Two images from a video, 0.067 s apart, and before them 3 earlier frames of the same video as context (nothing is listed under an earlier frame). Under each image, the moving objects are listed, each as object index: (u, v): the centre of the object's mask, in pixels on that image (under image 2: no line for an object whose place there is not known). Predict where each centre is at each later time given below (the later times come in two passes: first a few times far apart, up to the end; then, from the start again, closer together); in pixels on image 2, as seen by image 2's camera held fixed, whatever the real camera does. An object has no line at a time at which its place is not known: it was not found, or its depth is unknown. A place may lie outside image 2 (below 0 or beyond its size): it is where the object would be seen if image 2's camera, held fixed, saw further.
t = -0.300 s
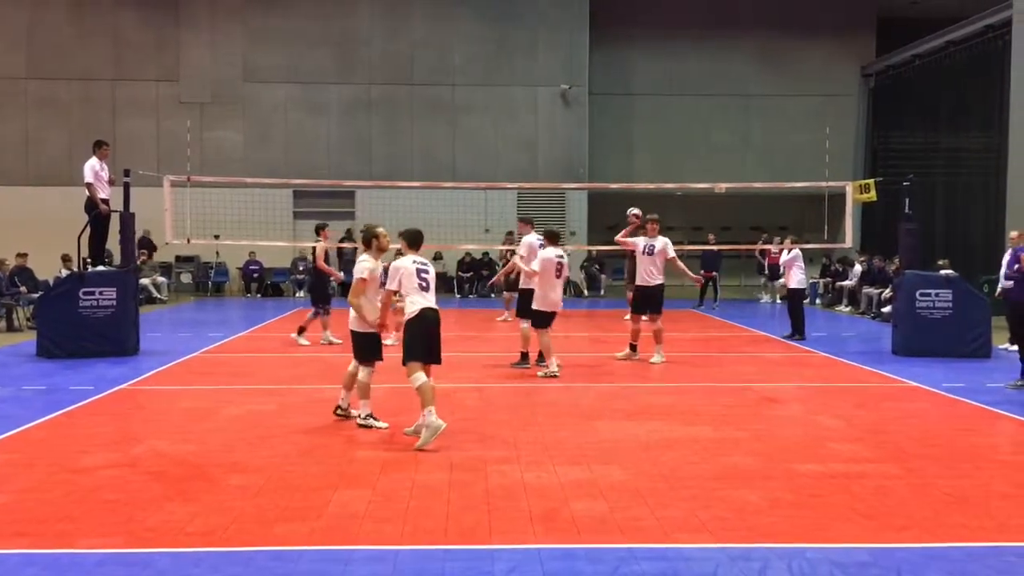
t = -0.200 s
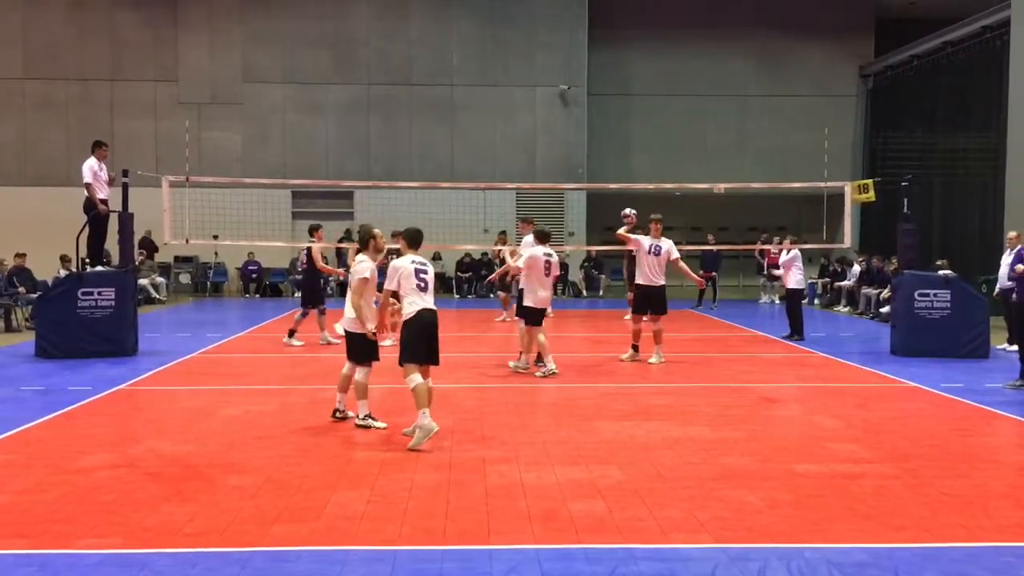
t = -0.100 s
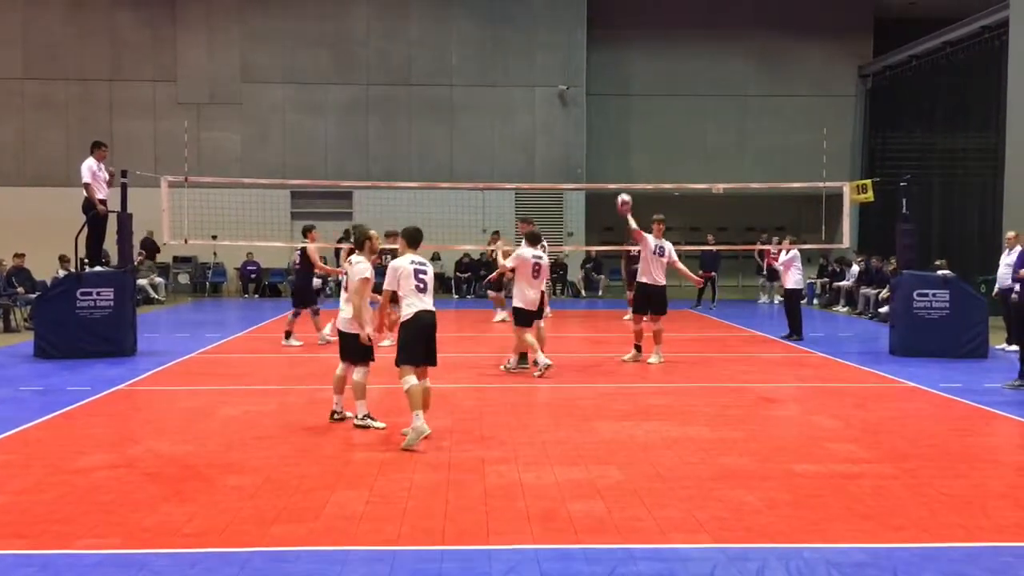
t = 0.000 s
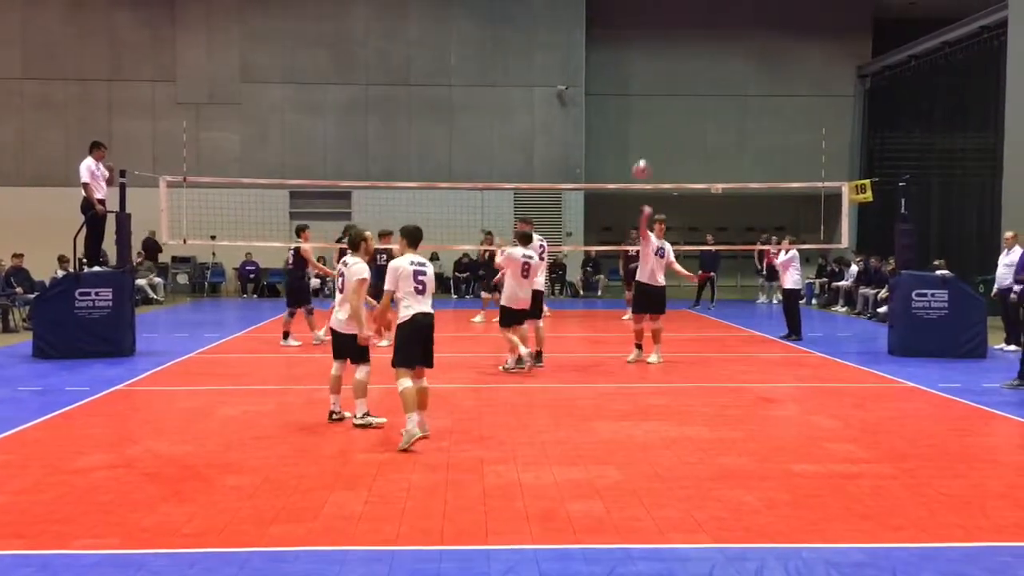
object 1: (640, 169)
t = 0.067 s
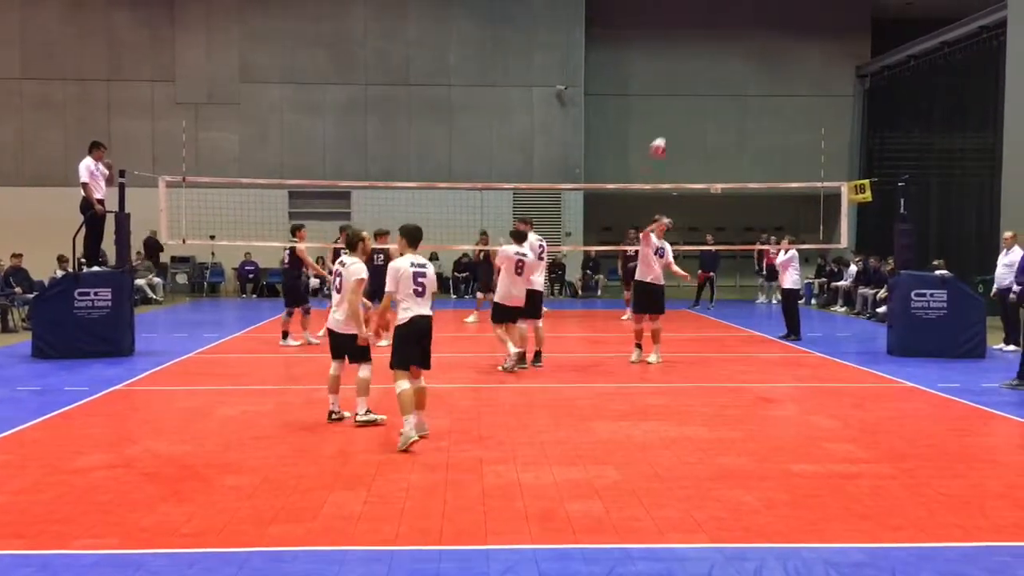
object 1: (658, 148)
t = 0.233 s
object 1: (712, 100)
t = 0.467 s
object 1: (813, 64)
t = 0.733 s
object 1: (986, 94)
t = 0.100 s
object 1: (668, 137)
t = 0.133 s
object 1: (678, 127)
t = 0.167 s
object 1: (689, 118)
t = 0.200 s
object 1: (701, 109)
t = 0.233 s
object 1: (712, 100)
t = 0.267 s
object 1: (725, 92)
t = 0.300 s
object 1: (738, 86)
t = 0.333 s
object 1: (753, 80)
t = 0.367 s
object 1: (767, 74)
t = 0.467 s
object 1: (813, 64)
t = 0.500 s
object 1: (830, 62)
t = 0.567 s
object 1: (868, 63)
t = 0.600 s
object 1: (889, 66)
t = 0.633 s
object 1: (911, 71)
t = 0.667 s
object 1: (935, 77)
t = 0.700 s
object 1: (961, 85)
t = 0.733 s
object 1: (986, 94)
